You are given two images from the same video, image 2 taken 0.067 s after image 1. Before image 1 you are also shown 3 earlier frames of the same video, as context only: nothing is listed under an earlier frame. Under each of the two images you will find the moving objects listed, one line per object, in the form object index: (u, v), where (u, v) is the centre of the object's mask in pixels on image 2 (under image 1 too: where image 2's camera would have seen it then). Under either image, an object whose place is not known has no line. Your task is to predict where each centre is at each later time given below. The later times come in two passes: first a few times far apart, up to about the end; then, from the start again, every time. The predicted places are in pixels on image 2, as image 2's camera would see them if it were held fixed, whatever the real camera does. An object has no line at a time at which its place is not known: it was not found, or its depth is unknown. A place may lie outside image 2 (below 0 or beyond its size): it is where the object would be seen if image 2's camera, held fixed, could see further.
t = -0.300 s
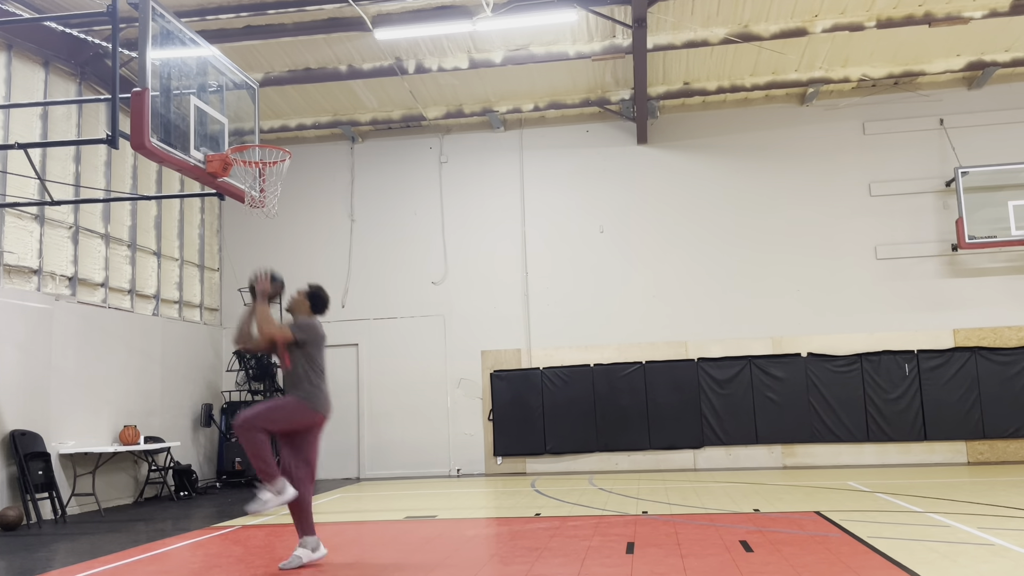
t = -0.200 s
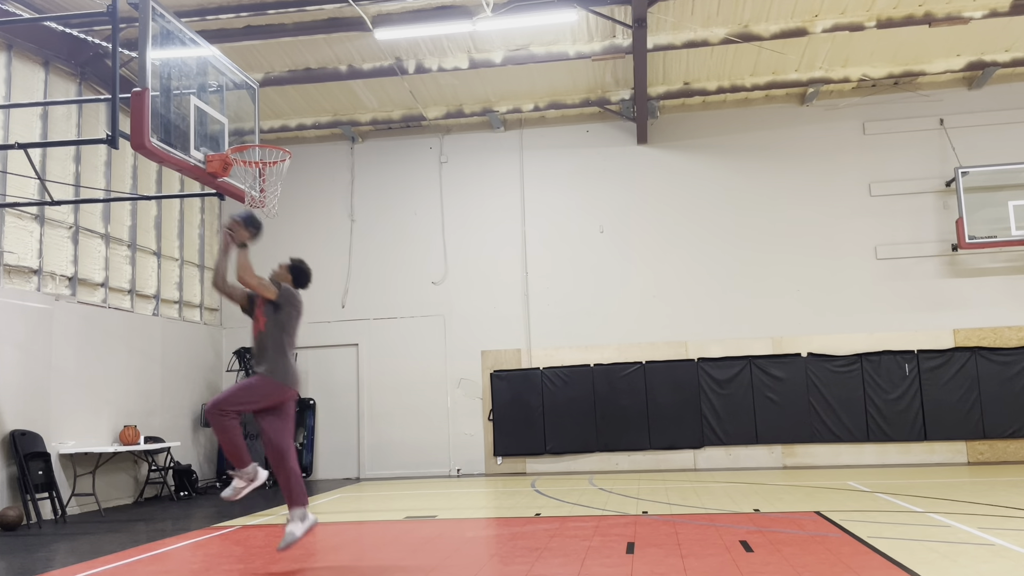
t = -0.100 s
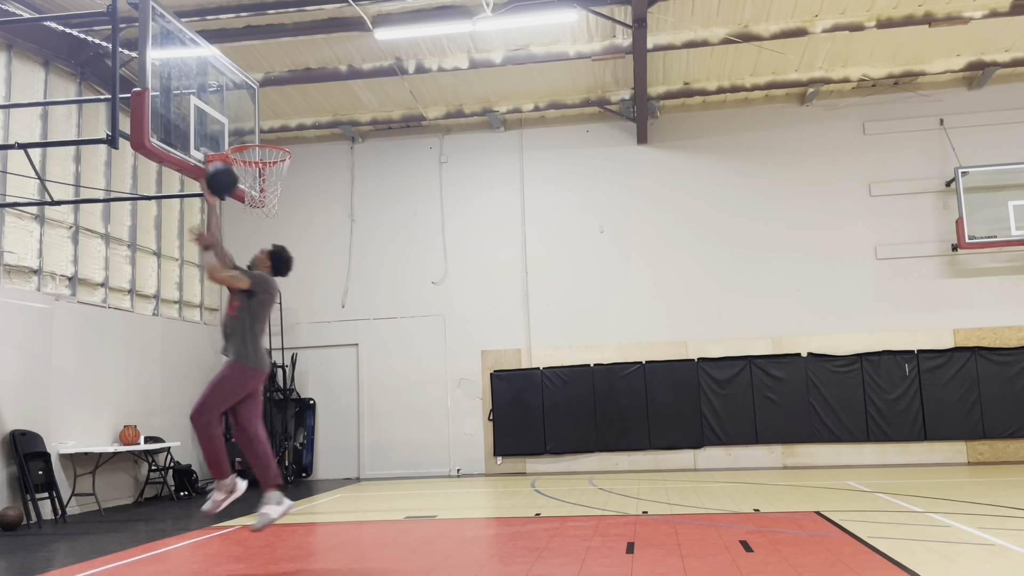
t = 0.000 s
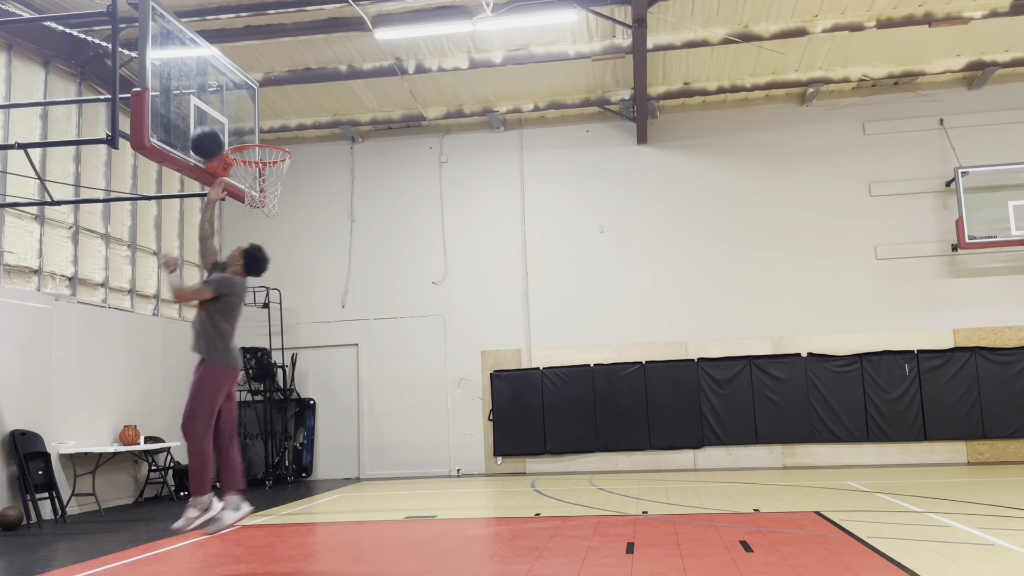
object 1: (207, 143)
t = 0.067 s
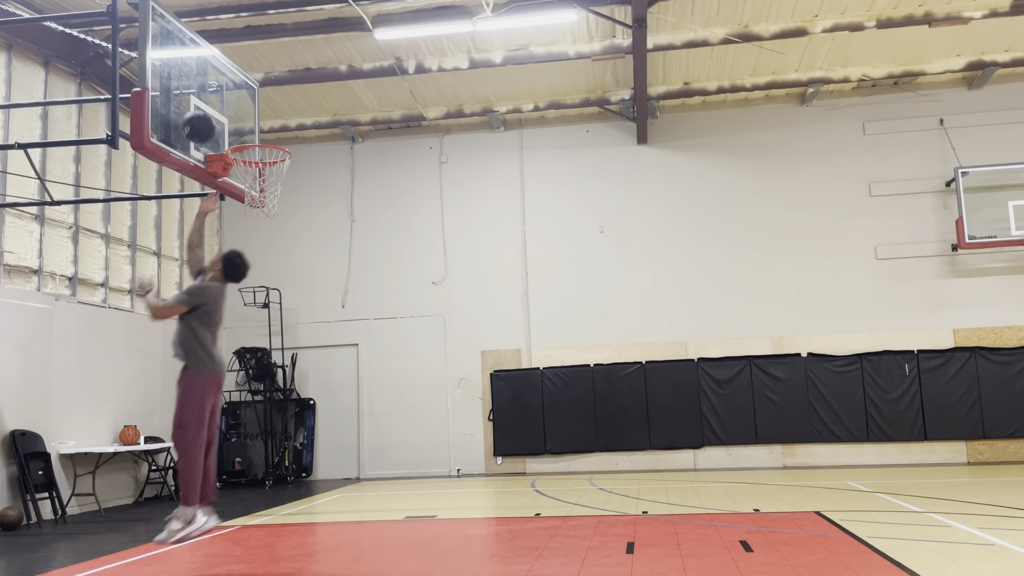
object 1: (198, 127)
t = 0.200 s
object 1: (216, 118)
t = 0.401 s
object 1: (234, 125)
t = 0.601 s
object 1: (229, 129)
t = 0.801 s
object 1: (220, 146)
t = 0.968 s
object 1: (212, 200)
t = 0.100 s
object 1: (201, 123)
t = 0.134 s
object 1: (206, 120)
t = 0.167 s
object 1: (211, 118)
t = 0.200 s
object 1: (216, 118)
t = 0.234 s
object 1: (221, 119)
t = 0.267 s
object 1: (226, 122)
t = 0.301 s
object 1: (231, 126)
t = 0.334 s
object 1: (235, 130)
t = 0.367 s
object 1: (235, 128)
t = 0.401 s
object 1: (234, 125)
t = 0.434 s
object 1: (234, 124)
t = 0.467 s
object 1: (233, 124)
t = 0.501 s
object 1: (232, 125)
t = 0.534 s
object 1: (231, 128)
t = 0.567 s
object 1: (230, 131)
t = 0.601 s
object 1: (229, 129)
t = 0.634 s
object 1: (228, 128)
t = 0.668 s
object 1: (226, 129)
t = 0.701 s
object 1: (224, 131)
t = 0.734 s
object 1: (223, 135)
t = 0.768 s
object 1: (222, 139)
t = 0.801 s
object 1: (220, 146)
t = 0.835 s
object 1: (218, 154)
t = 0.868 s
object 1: (216, 163)
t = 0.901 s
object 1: (215, 174)
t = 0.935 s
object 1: (213, 186)
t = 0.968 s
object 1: (212, 200)
